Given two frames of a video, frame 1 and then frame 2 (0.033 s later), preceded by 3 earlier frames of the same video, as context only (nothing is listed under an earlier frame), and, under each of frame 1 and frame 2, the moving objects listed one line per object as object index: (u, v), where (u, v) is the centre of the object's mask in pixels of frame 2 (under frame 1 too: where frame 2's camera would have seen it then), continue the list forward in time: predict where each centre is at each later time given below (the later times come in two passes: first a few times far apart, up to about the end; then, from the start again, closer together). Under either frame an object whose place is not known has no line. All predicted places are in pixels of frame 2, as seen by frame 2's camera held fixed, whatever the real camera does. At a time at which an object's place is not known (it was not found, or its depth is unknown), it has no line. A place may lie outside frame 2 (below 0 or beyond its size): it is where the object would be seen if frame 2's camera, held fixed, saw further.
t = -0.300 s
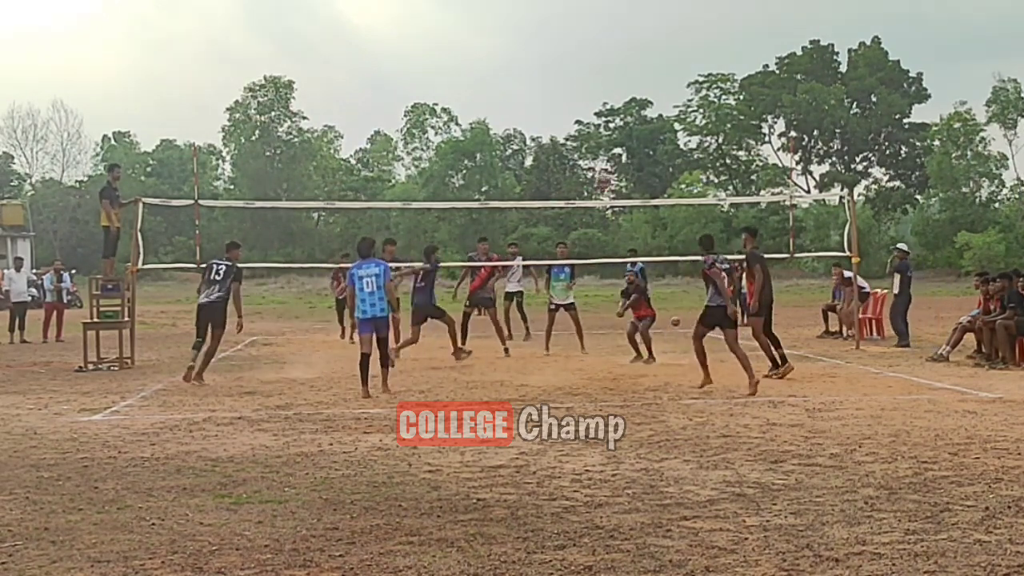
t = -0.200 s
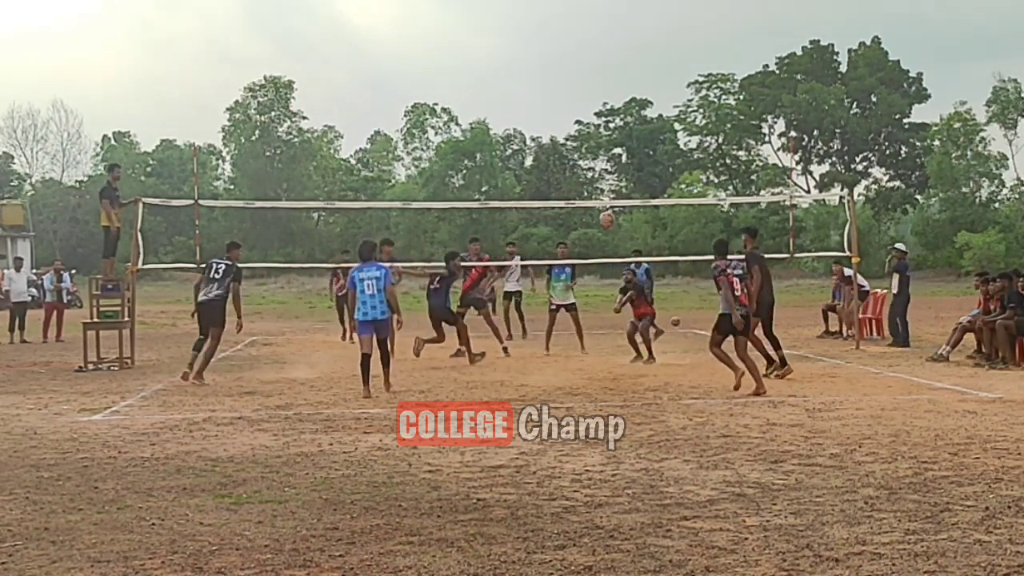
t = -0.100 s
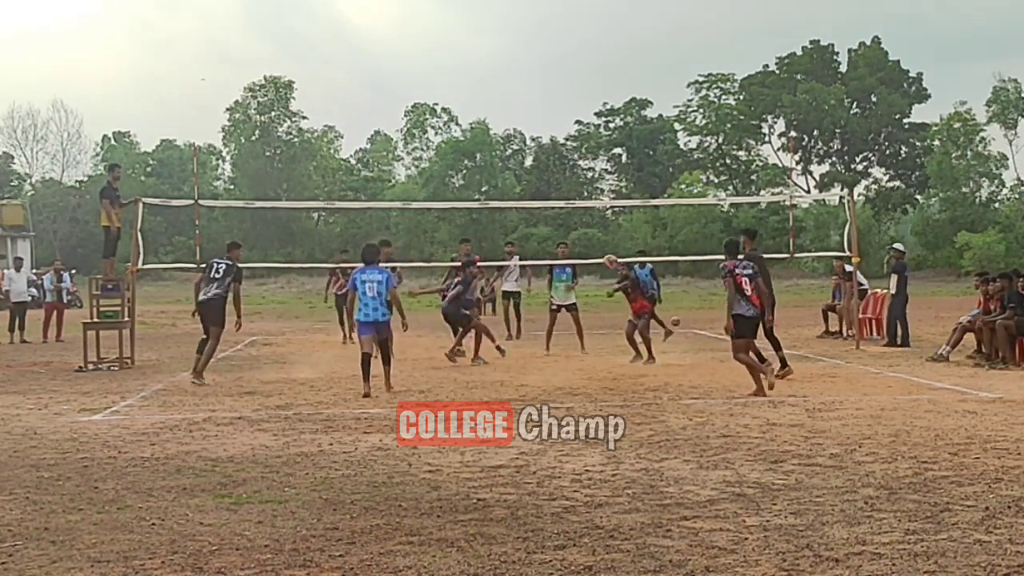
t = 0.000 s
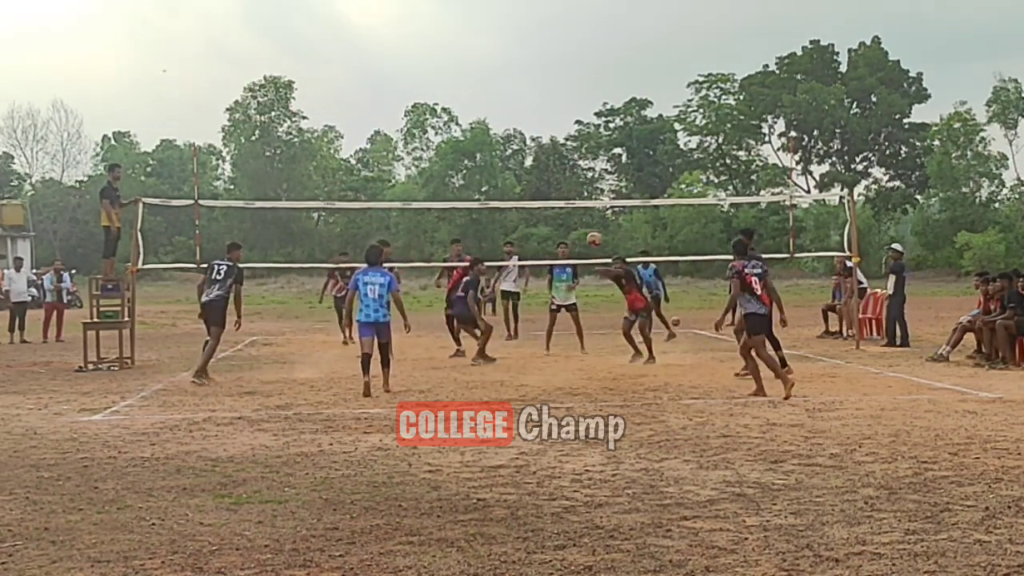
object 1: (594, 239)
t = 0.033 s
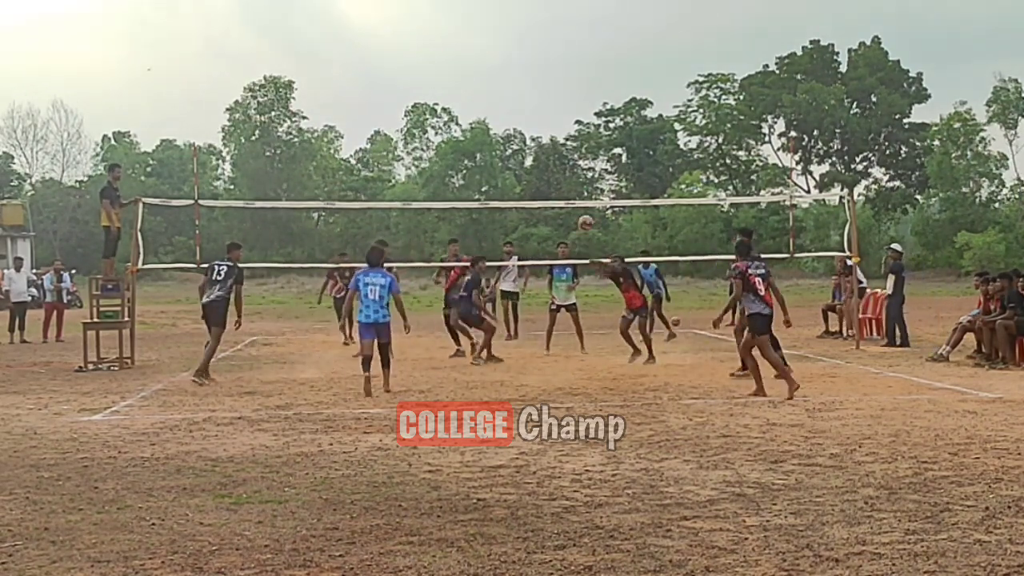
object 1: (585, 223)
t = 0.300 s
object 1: (521, 119)
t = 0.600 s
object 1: (451, 65)
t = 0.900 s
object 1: (384, 77)
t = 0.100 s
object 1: (569, 192)
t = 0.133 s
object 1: (561, 178)
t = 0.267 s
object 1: (529, 129)
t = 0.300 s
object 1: (521, 119)
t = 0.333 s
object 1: (513, 110)
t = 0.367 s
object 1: (505, 101)
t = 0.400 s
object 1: (497, 94)
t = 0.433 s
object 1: (489, 87)
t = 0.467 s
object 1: (481, 81)
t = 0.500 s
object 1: (473, 76)
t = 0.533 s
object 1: (466, 72)
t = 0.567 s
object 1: (458, 68)
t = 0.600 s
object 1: (451, 65)
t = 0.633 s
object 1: (443, 63)
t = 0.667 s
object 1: (435, 62)
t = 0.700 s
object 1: (428, 62)
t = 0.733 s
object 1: (420, 62)
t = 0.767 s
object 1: (413, 64)
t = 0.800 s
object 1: (406, 66)
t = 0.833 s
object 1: (399, 69)
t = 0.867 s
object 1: (392, 72)
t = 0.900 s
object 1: (384, 77)
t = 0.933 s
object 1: (377, 82)
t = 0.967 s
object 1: (370, 88)
